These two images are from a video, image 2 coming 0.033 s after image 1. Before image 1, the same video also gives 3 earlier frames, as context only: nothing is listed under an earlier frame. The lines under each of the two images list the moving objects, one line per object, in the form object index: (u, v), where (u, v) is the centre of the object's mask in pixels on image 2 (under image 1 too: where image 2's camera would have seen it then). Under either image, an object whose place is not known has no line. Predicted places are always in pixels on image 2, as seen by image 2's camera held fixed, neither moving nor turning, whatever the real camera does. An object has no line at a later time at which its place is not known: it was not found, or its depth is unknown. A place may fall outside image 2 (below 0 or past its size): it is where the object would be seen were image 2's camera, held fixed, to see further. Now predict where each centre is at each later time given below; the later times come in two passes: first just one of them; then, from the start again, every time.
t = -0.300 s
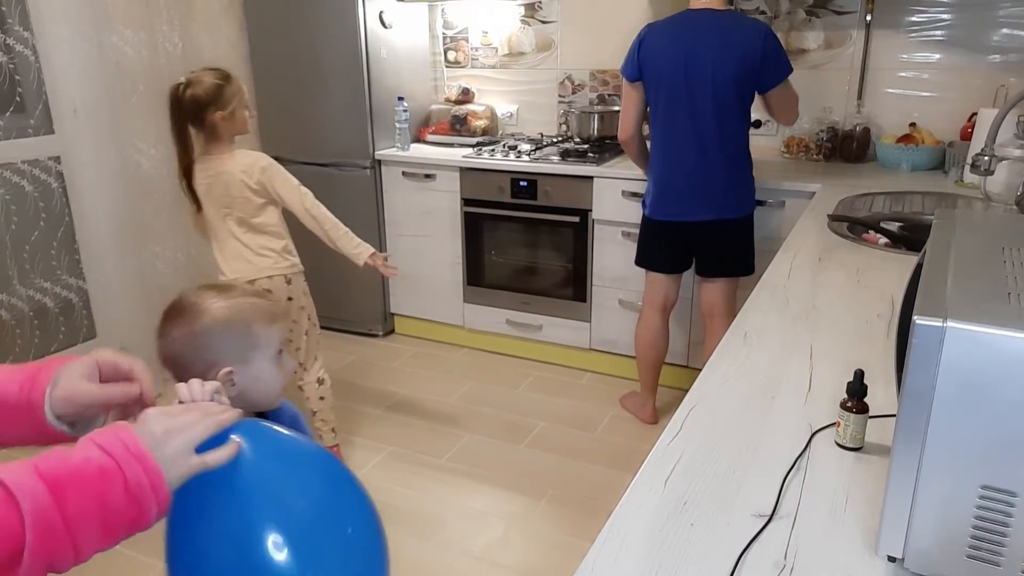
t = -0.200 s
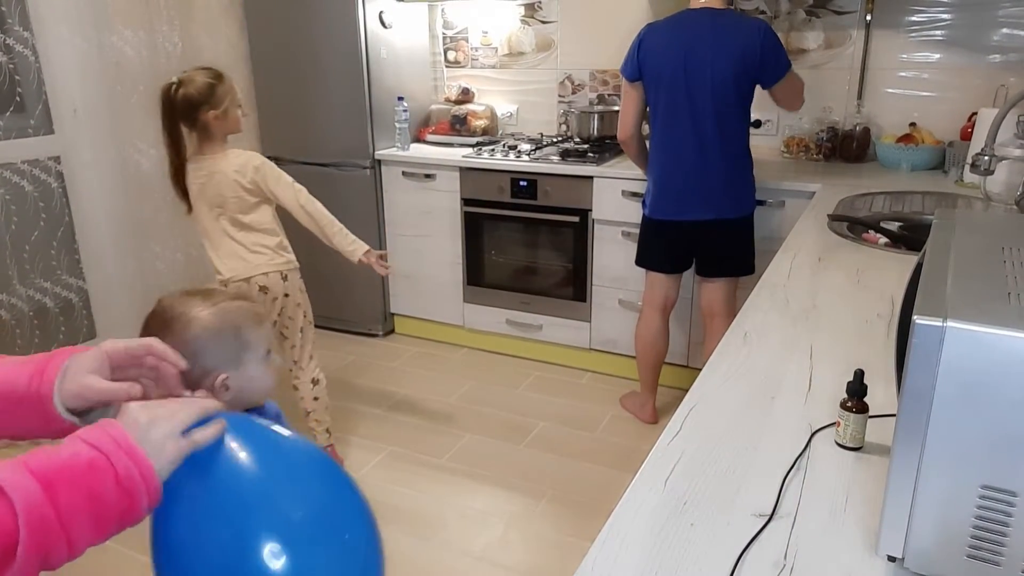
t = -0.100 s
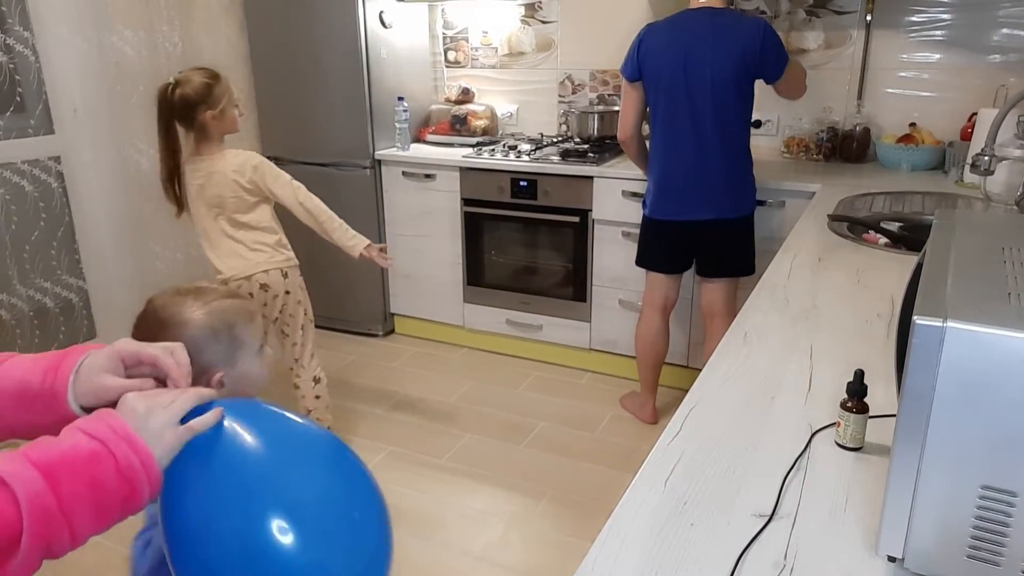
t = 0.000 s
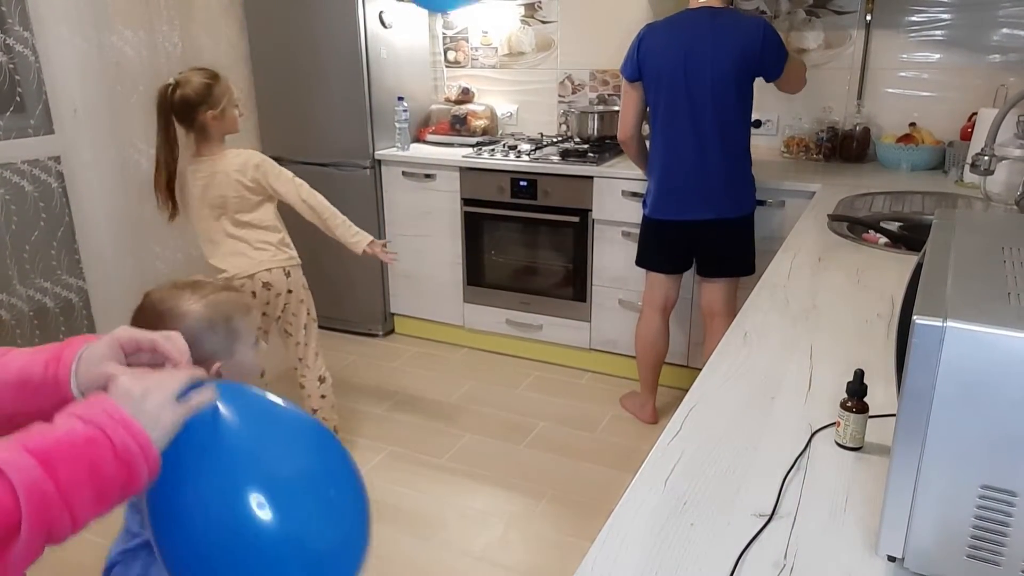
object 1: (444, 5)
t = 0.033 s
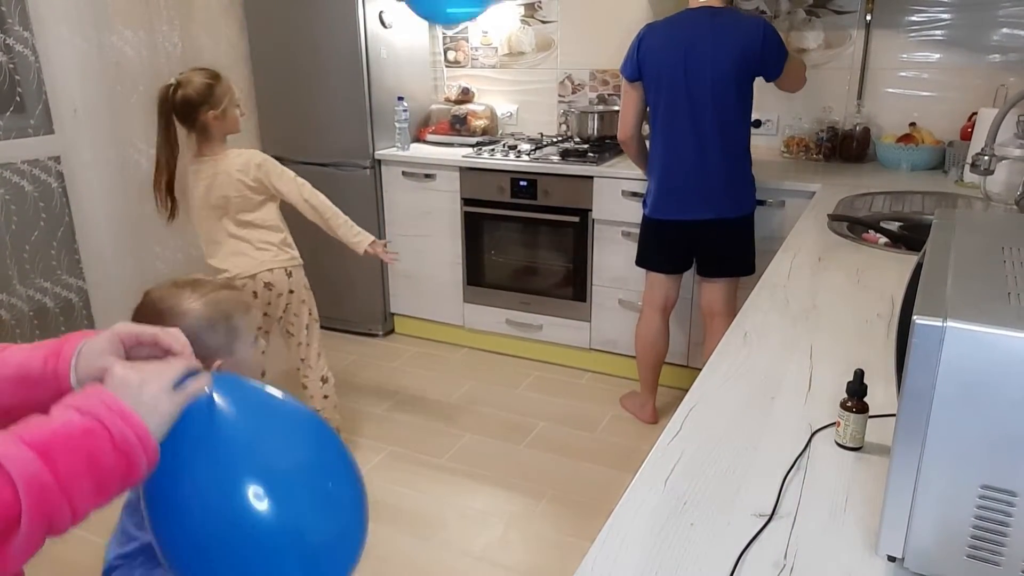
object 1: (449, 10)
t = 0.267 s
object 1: (483, 70)
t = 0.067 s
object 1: (455, 16)
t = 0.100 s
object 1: (459, 22)
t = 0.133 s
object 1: (463, 29)
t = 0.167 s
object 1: (468, 38)
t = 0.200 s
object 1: (472, 49)
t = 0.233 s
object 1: (478, 59)
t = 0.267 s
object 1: (483, 70)
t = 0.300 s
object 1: (489, 80)
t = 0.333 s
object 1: (496, 90)
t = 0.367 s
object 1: (502, 101)
